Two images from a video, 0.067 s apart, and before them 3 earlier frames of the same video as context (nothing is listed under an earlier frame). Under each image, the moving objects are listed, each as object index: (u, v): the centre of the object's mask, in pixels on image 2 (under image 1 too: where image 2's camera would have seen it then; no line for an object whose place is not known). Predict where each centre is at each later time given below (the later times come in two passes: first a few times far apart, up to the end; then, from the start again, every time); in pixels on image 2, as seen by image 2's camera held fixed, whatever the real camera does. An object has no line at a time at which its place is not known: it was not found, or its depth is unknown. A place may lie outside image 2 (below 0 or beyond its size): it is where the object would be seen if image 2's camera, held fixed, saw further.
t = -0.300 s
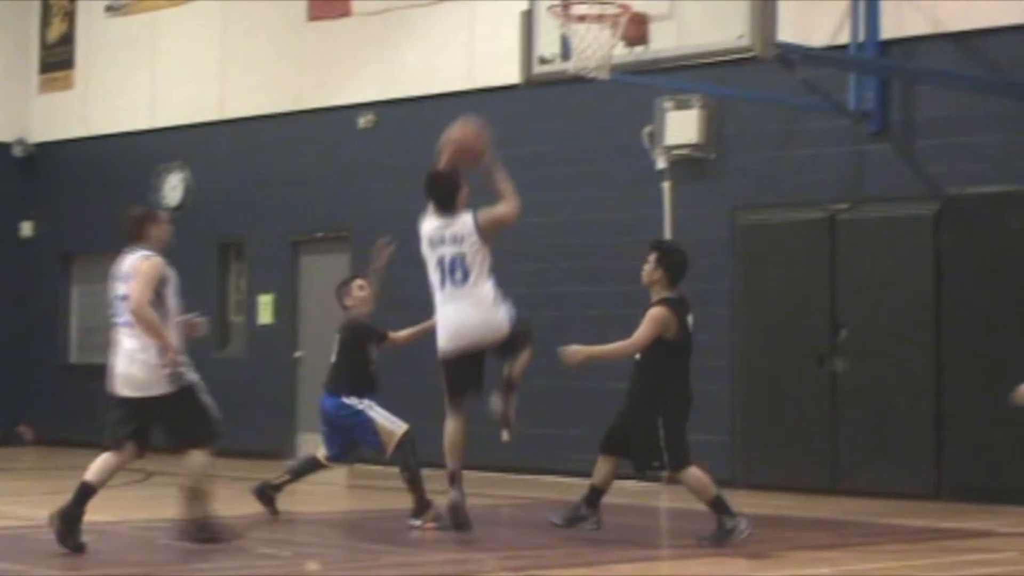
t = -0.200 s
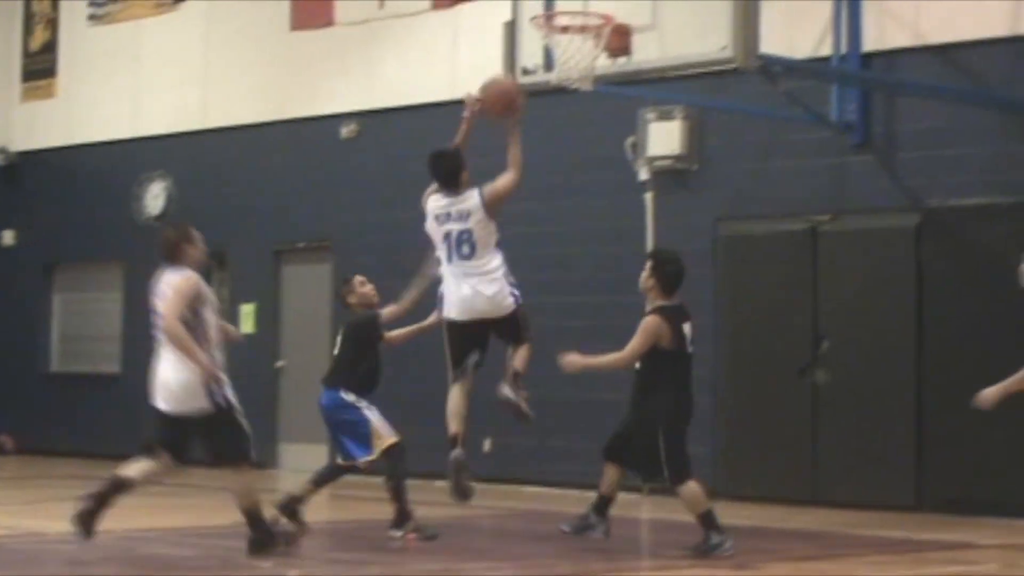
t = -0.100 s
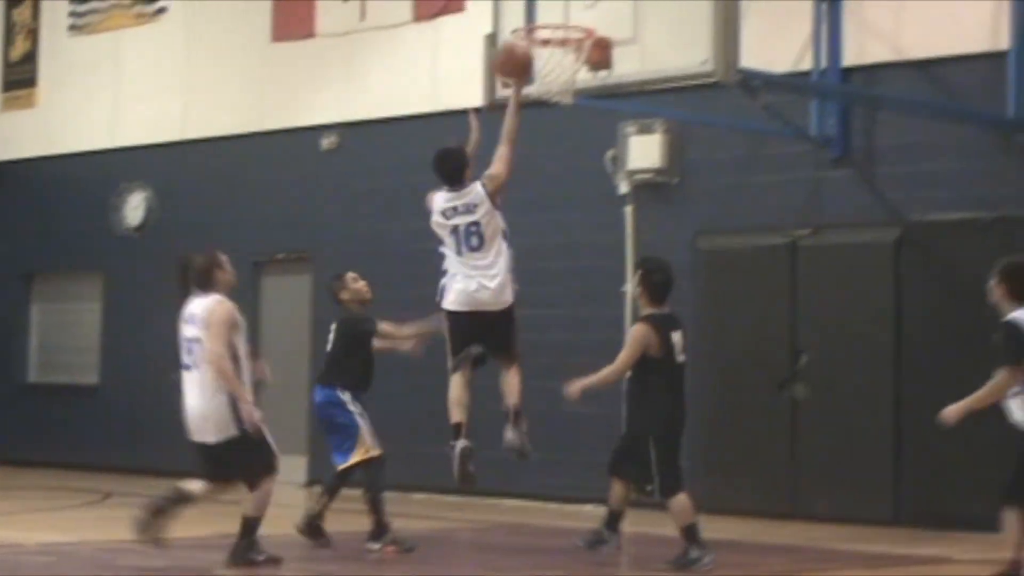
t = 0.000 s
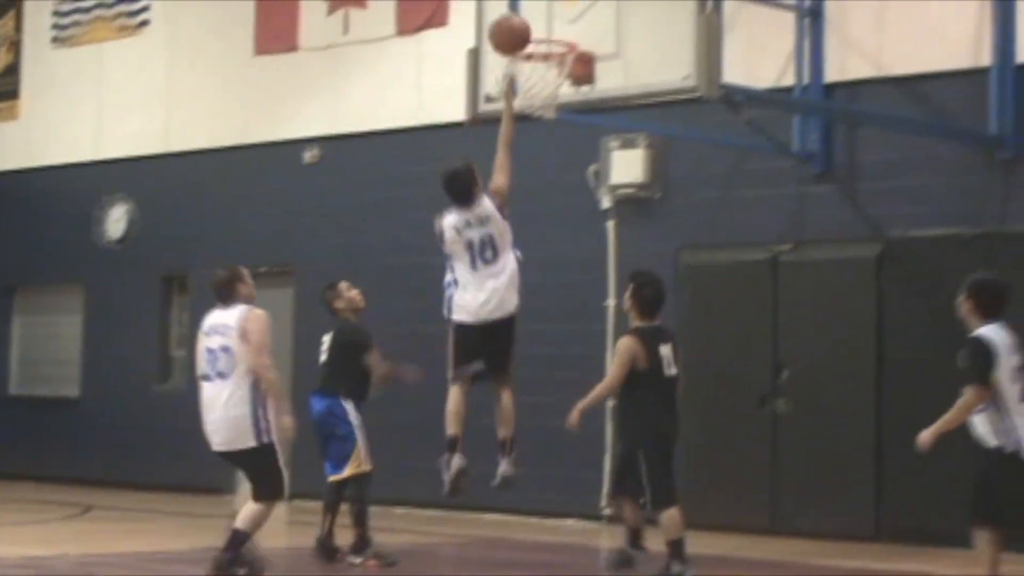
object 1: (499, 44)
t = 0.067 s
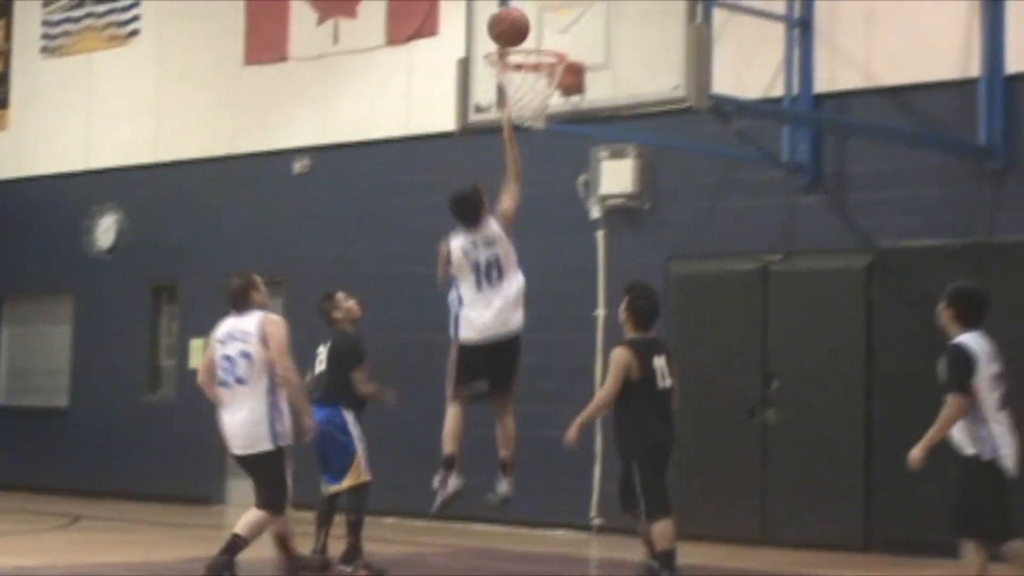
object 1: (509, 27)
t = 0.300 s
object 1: (537, 24)
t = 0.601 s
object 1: (524, 28)
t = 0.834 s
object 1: (523, 88)
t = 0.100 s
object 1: (513, 21)
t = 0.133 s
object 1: (518, 17)
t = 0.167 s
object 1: (522, 14)
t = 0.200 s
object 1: (526, 14)
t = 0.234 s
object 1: (530, 16)
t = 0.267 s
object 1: (533, 19)
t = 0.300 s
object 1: (537, 24)
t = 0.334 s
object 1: (541, 30)
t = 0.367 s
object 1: (545, 35)
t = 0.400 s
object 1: (548, 38)
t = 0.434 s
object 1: (544, 34)
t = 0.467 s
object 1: (540, 31)
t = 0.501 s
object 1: (536, 28)
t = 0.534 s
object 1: (532, 27)
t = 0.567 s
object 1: (528, 27)
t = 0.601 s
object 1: (524, 28)
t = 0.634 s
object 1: (518, 31)
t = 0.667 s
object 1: (514, 35)
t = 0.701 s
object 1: (510, 38)
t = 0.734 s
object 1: (506, 54)
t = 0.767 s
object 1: (511, 62)
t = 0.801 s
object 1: (517, 72)
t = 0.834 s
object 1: (523, 88)
